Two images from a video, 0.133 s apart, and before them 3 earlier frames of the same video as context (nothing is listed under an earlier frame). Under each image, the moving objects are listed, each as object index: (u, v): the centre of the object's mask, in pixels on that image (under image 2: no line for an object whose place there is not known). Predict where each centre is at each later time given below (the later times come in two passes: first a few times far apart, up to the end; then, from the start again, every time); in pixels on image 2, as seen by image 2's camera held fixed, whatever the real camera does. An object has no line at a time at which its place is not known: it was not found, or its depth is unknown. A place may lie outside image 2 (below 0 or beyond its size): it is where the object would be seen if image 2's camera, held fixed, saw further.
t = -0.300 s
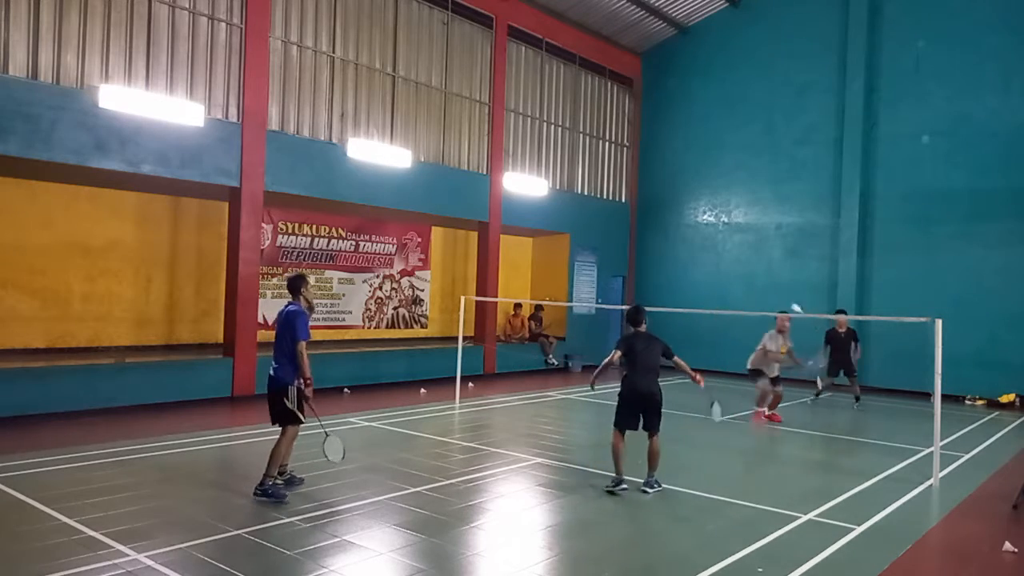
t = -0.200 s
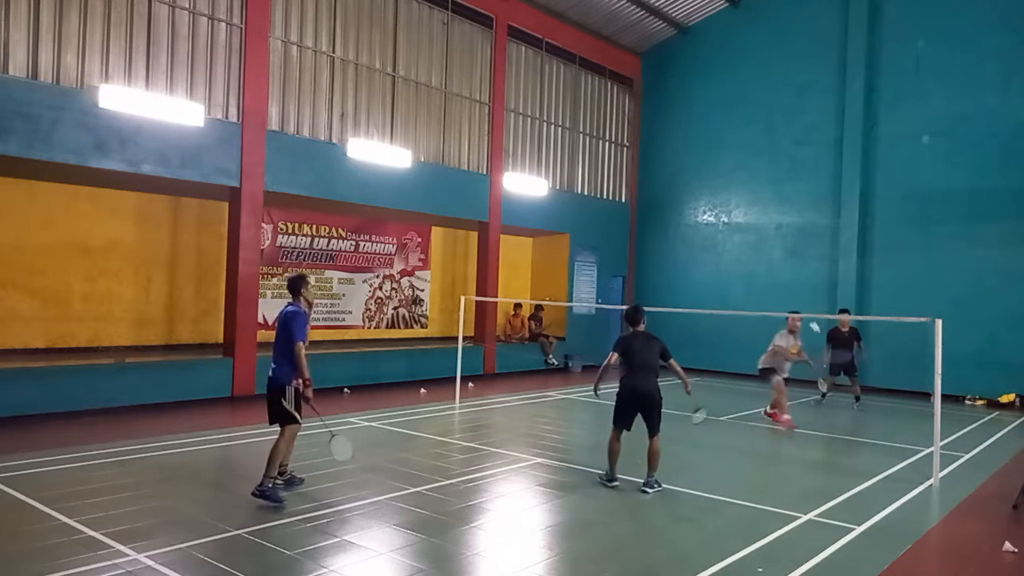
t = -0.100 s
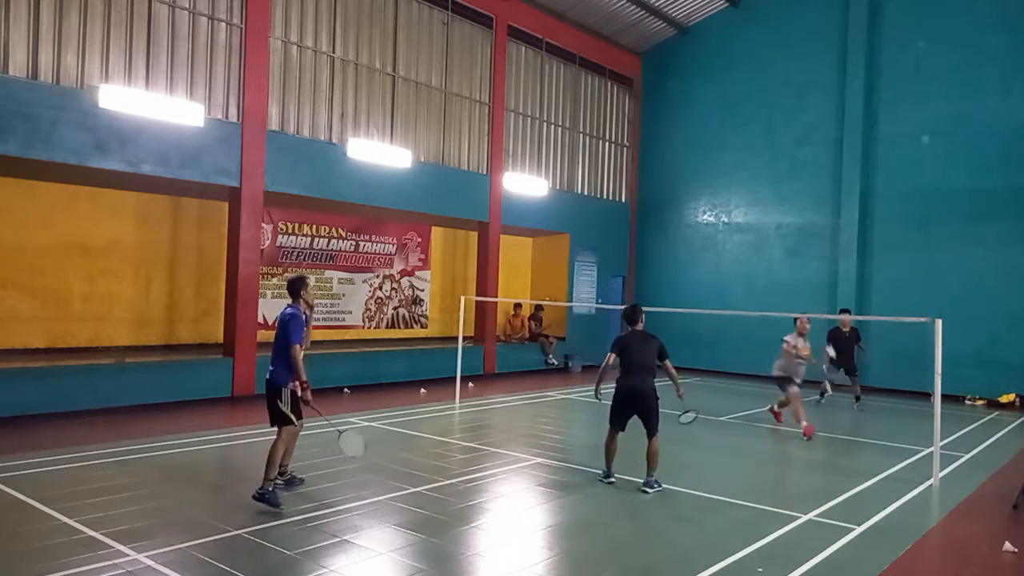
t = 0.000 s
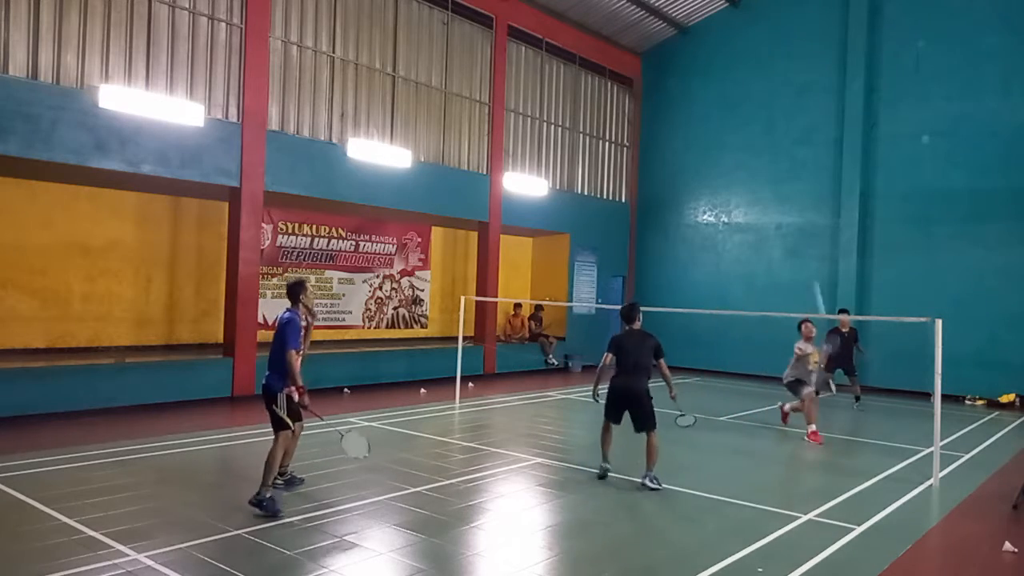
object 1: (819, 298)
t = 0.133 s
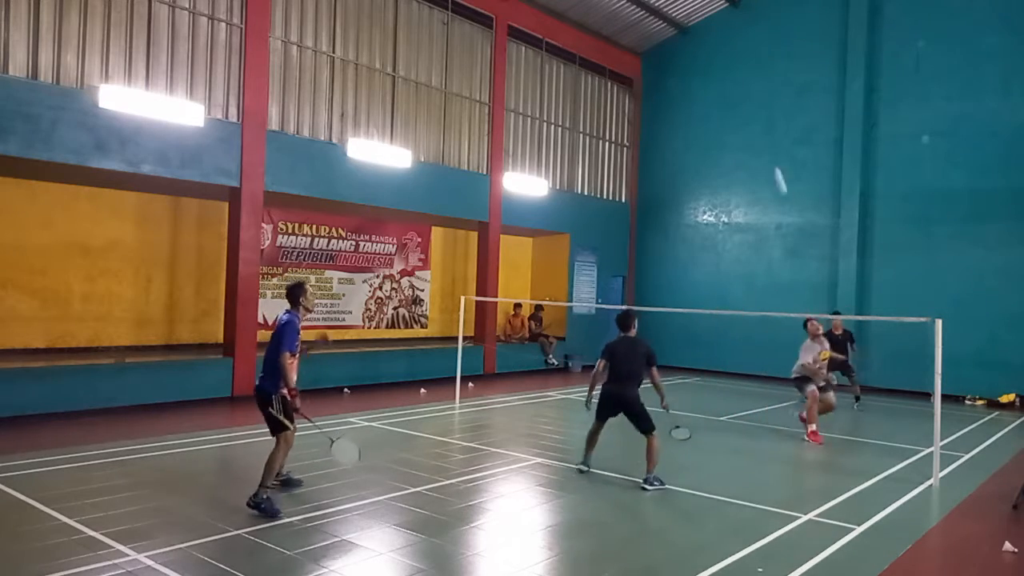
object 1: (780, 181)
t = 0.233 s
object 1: (754, 115)
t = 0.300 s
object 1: (737, 80)
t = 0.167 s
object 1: (771, 157)
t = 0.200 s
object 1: (763, 135)
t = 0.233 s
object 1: (754, 115)
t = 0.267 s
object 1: (745, 97)
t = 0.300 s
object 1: (737, 80)
